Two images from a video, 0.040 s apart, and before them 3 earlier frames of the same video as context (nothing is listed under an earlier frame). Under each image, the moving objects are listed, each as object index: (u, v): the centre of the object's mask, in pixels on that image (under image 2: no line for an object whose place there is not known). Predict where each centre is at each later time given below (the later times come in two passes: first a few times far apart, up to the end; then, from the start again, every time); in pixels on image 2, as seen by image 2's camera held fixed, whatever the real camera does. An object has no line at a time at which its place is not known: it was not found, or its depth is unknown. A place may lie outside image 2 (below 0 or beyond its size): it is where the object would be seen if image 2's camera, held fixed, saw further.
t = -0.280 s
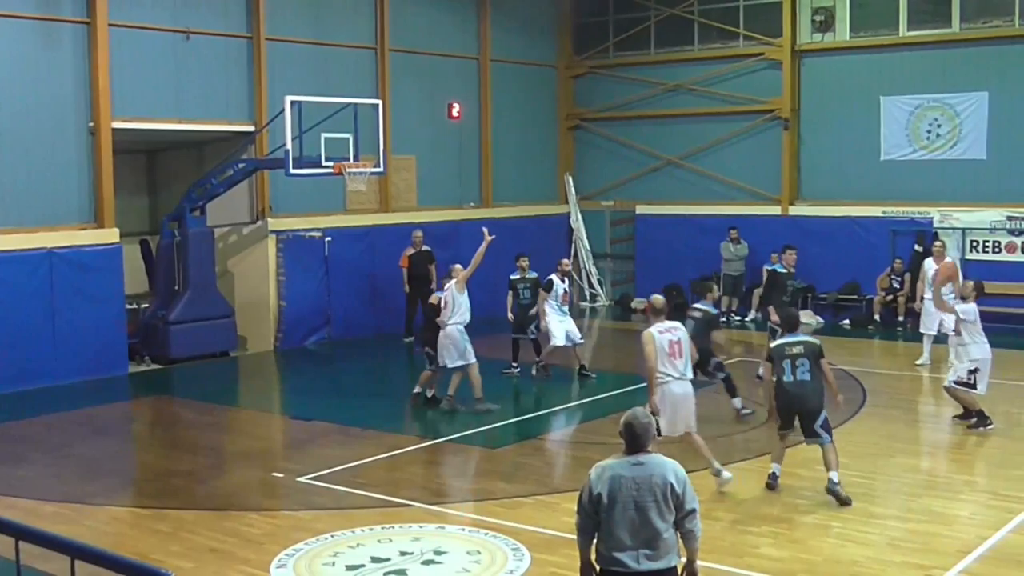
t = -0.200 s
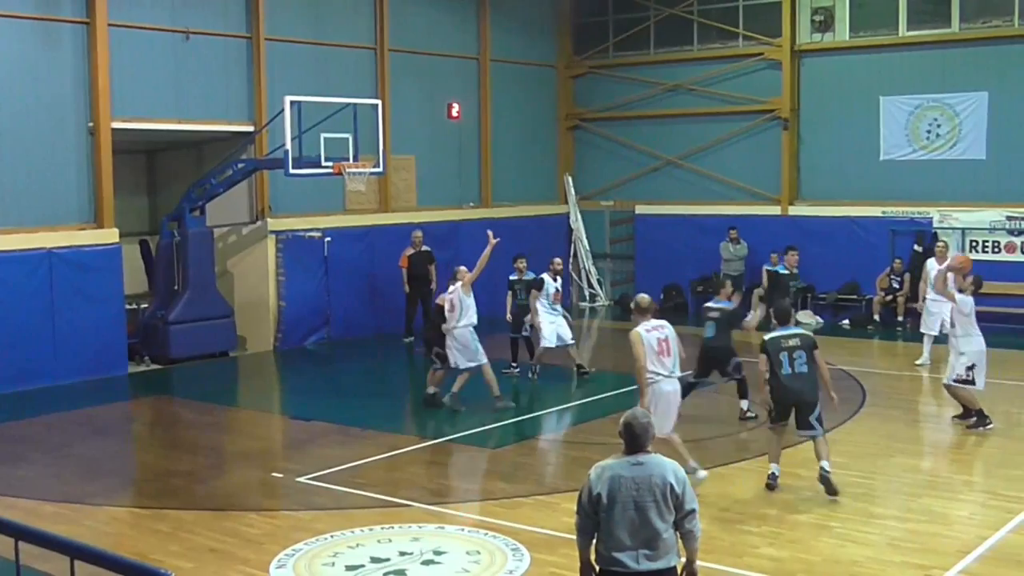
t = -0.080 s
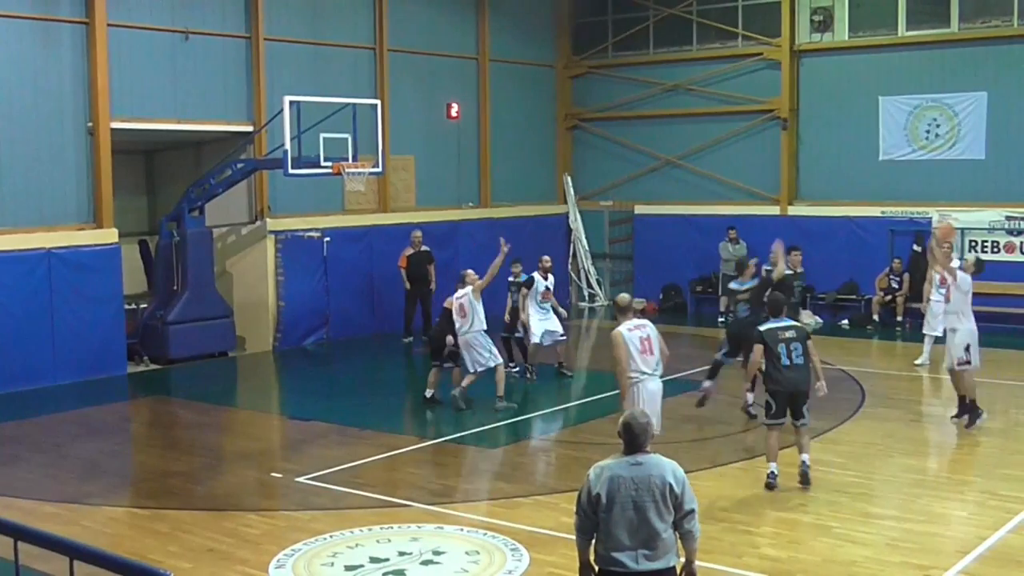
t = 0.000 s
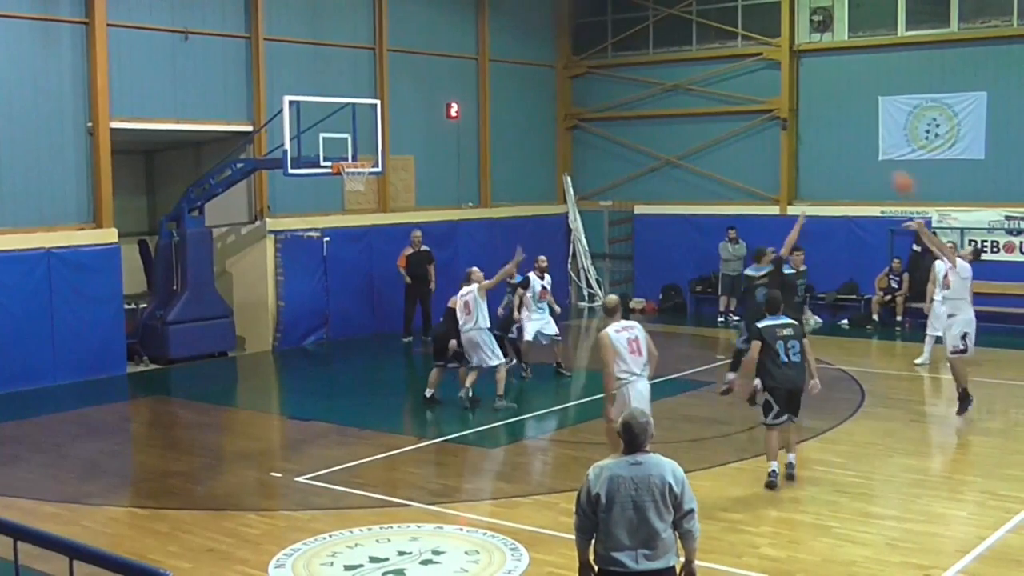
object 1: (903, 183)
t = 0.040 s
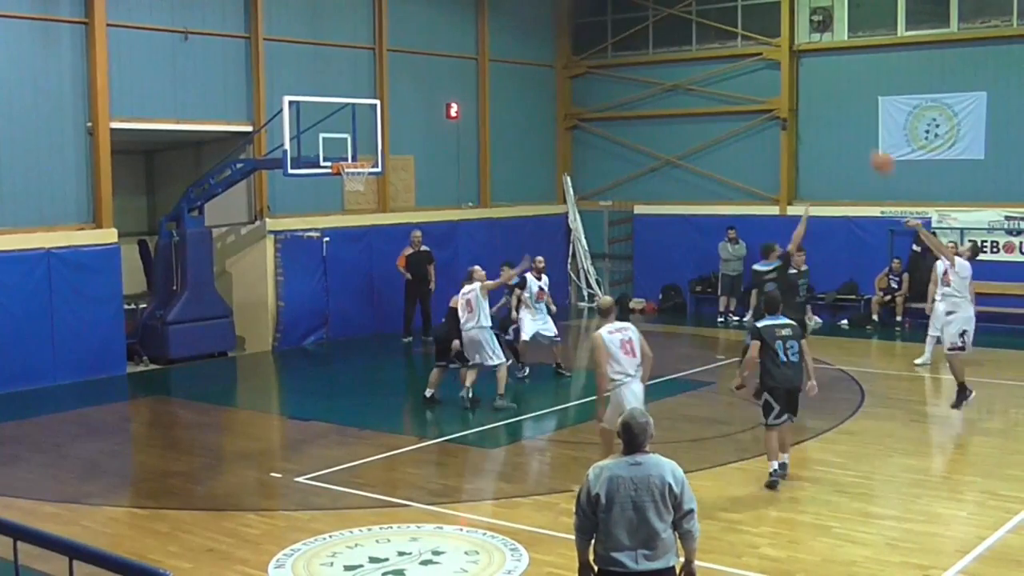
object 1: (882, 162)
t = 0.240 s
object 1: (780, 76)
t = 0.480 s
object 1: (665, 24)
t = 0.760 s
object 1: (547, 24)
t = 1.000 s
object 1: (458, 68)
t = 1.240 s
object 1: (379, 147)
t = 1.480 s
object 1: (375, 115)
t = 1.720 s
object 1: (378, 104)
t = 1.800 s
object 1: (385, 104)
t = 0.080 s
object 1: (861, 141)
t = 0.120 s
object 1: (840, 122)
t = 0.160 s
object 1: (819, 105)
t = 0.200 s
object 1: (800, 89)
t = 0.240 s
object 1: (780, 76)
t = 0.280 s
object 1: (760, 63)
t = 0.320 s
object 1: (740, 52)
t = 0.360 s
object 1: (721, 43)
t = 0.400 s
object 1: (703, 35)
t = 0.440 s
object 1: (684, 29)
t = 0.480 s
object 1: (665, 24)
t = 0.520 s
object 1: (648, 20)
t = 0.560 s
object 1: (630, 18)
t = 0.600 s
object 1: (613, 17)
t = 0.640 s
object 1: (596, 17)
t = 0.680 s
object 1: (579, 19)
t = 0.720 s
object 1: (563, 21)
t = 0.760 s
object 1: (547, 24)
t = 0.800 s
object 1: (531, 29)
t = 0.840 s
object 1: (516, 34)
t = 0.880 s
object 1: (501, 41)
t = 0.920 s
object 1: (486, 48)
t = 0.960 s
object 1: (472, 58)
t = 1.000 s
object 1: (458, 68)
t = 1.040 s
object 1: (444, 80)
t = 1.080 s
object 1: (430, 91)
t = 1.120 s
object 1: (417, 105)
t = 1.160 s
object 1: (404, 118)
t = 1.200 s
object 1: (392, 132)
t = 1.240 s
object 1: (379, 147)
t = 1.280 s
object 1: (373, 152)
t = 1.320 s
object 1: (373, 143)
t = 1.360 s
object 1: (373, 134)
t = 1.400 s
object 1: (374, 126)
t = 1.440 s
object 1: (374, 120)
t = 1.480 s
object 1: (375, 115)
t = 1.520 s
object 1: (376, 110)
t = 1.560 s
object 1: (376, 106)
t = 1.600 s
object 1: (376, 104)
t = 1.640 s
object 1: (377, 103)
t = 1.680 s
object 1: (377, 103)
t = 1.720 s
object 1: (378, 104)
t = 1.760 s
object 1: (380, 104)
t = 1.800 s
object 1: (385, 104)
